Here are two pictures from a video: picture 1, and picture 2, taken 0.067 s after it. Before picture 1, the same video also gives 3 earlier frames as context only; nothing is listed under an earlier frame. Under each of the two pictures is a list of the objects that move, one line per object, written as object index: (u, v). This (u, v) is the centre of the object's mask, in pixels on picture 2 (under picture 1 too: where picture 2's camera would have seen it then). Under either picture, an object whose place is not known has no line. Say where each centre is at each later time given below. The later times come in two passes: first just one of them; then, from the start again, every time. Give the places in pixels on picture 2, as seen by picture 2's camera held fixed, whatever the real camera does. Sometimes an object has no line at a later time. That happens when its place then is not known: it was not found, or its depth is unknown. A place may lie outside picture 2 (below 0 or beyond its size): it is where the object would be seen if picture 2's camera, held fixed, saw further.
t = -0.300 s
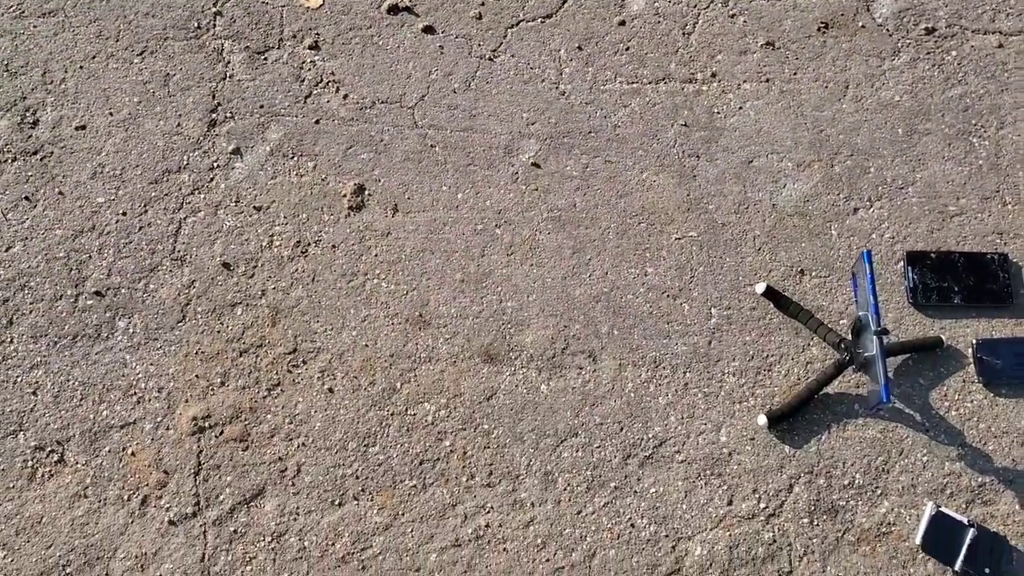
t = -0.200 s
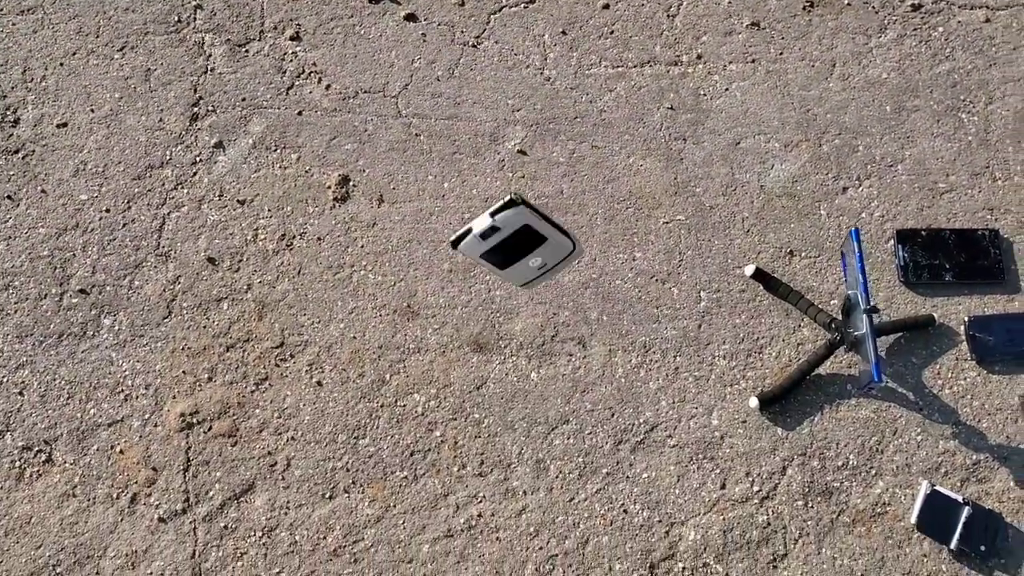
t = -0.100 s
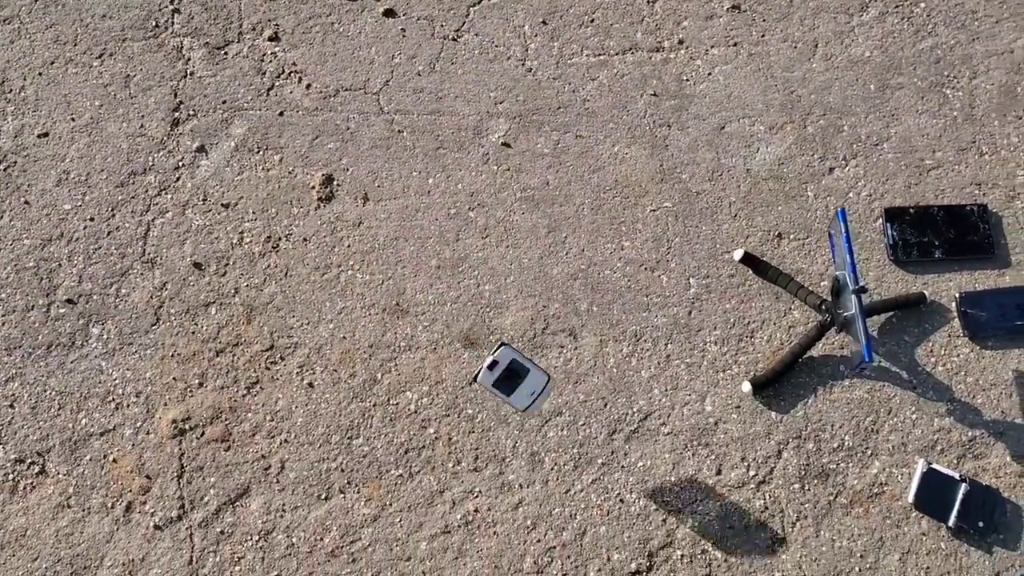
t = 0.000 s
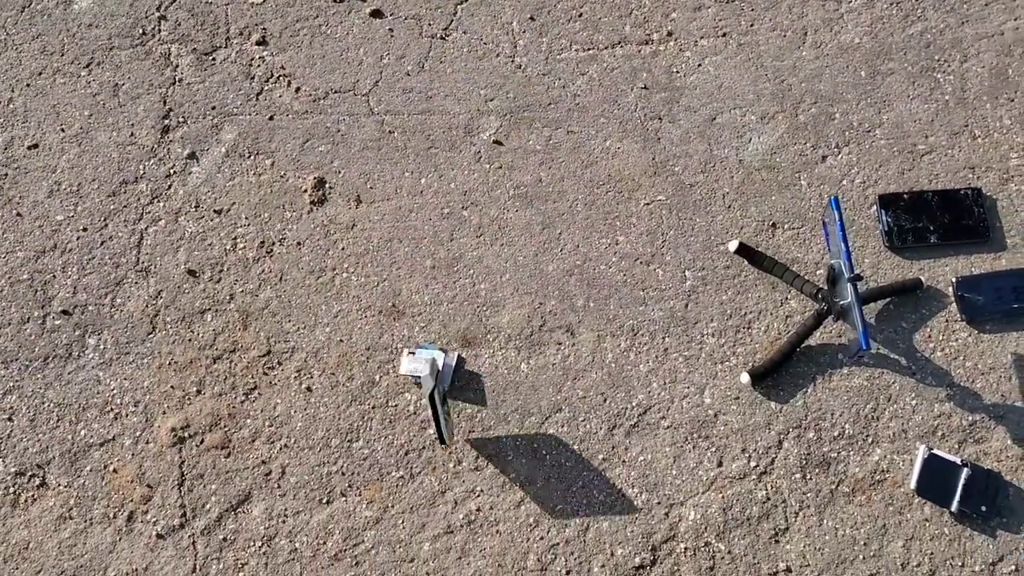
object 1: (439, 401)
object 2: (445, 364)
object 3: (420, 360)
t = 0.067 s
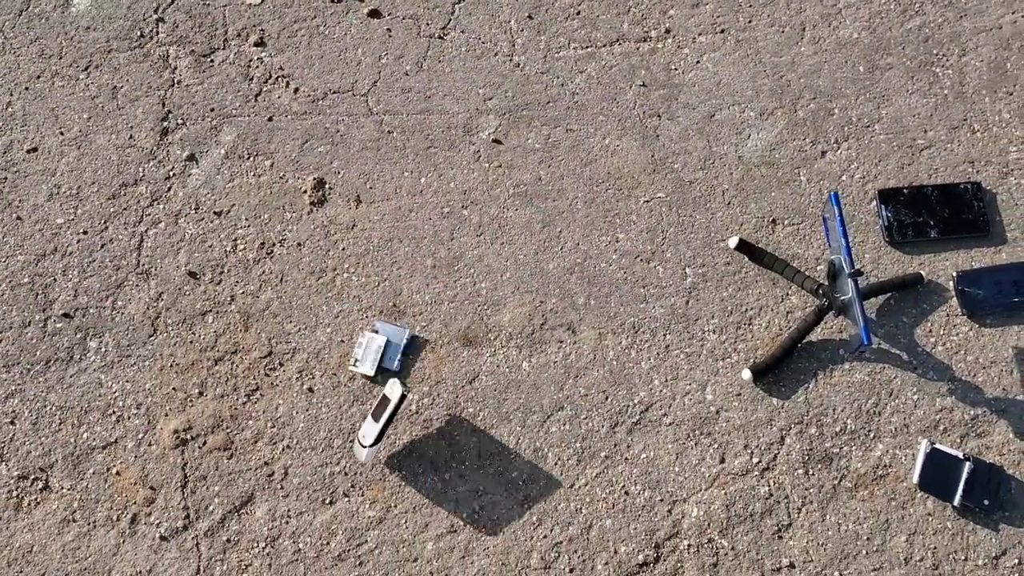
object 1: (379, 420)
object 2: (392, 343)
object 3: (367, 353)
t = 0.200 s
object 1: (279, 435)
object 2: (359, 294)
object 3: (297, 341)
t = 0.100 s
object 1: (352, 426)
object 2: (371, 331)
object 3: (345, 348)
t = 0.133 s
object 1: (324, 432)
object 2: (362, 320)
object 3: (327, 347)
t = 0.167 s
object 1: (301, 435)
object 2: (360, 306)
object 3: (311, 344)
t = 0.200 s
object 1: (279, 435)
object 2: (359, 294)
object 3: (297, 341)
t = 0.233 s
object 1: (260, 433)
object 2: (358, 285)
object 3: (287, 340)
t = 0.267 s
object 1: (244, 430)
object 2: (358, 276)
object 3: (281, 338)
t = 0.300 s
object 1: (230, 427)
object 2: (357, 270)
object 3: (276, 337)
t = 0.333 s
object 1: (216, 426)
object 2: (357, 265)
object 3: (274, 337)
